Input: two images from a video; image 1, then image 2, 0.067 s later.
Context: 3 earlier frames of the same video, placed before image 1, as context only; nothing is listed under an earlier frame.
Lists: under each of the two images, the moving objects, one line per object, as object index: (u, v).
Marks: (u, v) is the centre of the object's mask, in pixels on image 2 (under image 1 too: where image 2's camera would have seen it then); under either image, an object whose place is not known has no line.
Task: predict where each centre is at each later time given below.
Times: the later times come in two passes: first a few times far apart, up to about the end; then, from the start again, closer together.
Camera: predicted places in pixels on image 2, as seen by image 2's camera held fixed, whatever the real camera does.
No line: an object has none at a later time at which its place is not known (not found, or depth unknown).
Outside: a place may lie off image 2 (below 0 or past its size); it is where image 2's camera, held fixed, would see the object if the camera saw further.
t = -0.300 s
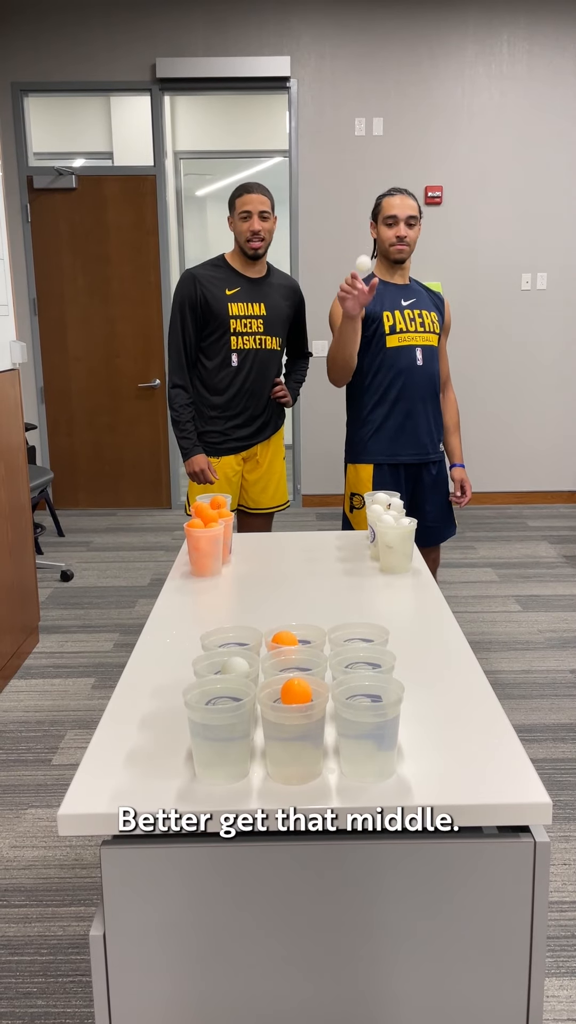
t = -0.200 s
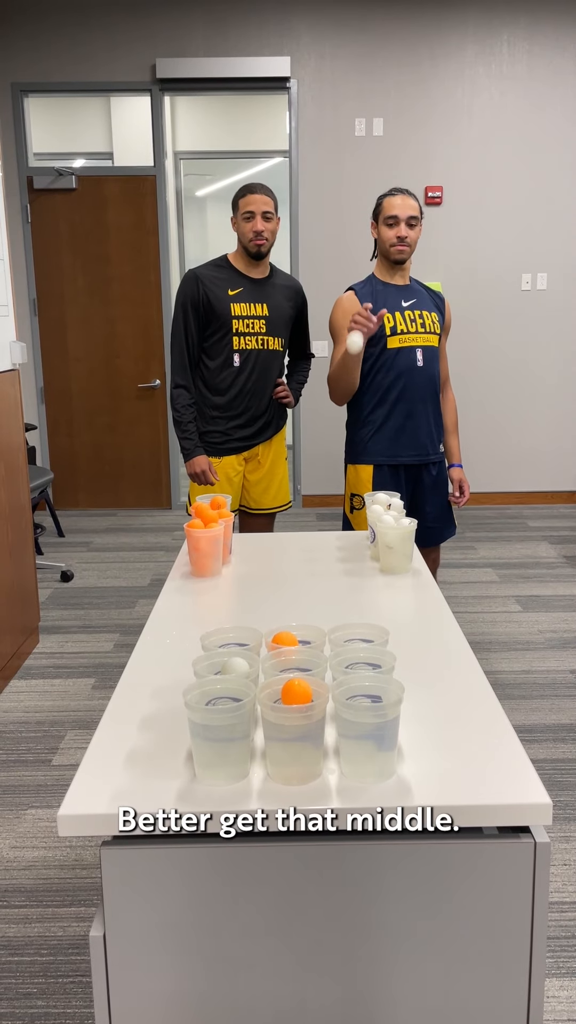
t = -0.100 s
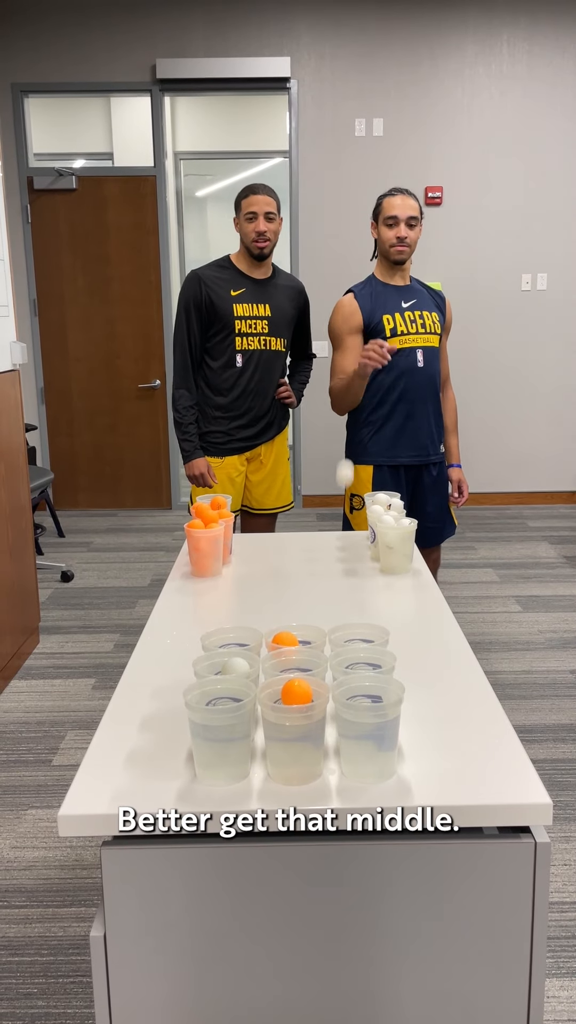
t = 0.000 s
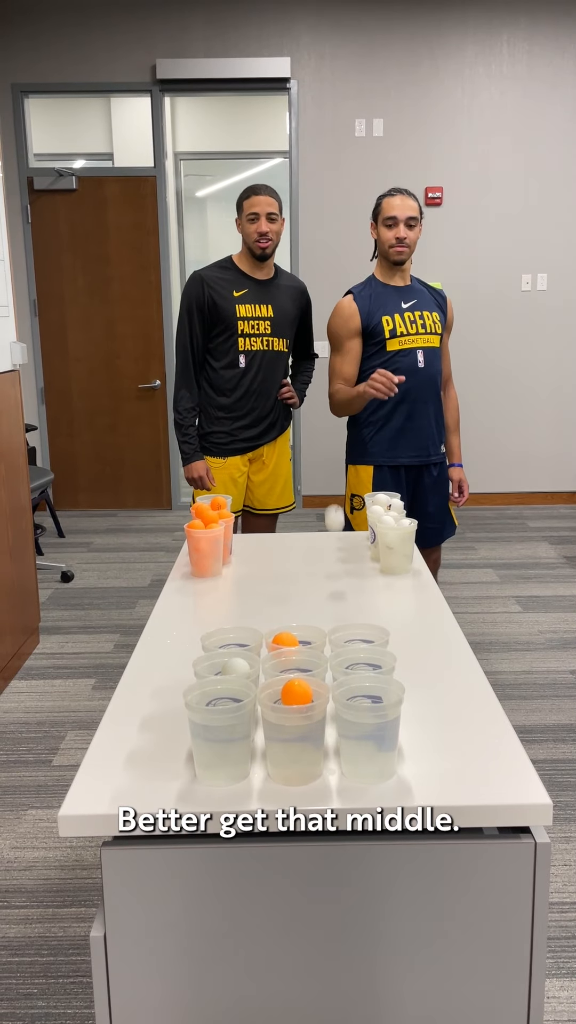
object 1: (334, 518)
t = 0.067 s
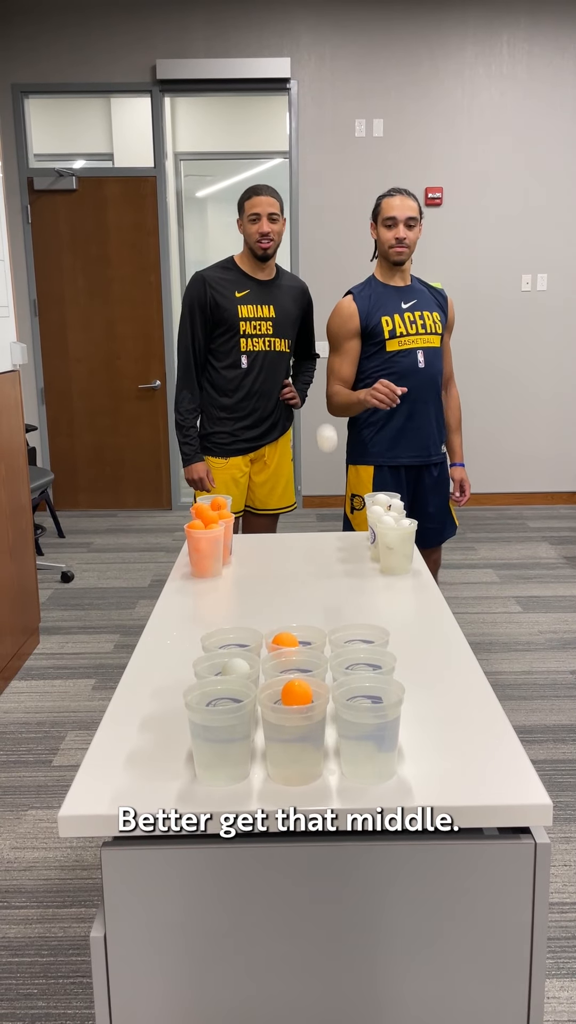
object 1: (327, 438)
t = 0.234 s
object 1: (300, 311)
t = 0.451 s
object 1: (257, 392)
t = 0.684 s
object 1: (199, 545)
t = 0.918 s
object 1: (106, 469)
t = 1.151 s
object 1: (24, 953)
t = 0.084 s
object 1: (325, 420)
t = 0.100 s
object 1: (322, 403)
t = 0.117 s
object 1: (320, 387)
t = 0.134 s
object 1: (317, 372)
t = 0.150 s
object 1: (314, 359)
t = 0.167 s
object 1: (312, 346)
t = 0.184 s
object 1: (309, 335)
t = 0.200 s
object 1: (306, 326)
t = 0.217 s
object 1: (303, 318)
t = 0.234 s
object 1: (300, 311)
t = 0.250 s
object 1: (297, 306)
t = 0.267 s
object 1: (294, 302)
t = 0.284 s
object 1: (291, 300)
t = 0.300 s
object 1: (288, 301)
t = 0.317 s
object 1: (285, 303)
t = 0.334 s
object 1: (282, 307)
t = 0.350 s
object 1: (278, 312)
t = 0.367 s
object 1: (275, 320)
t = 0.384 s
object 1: (271, 331)
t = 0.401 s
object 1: (268, 343)
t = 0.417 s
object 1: (264, 358)
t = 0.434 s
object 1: (261, 374)
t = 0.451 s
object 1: (257, 392)
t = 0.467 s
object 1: (254, 413)
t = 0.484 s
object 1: (251, 436)
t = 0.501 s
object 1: (248, 460)
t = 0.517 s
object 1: (245, 489)
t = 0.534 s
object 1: (243, 516)
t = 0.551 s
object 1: (240, 546)
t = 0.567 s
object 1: (234, 583)
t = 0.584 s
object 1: (231, 619)
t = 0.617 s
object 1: (222, 635)
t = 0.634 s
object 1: (217, 611)
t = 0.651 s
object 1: (211, 588)
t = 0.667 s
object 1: (206, 566)
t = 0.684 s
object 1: (199, 545)
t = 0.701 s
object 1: (192, 524)
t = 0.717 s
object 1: (186, 506)
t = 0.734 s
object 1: (180, 492)
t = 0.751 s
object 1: (174, 478)
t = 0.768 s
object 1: (167, 466)
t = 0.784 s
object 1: (161, 456)
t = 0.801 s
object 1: (154, 449)
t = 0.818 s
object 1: (147, 444)
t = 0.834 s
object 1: (140, 441)
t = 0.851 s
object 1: (133, 441)
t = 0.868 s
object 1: (126, 444)
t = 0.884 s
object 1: (119, 450)
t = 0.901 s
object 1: (112, 458)
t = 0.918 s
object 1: (106, 469)
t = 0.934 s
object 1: (99, 483)
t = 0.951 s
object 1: (92, 500)
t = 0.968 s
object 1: (85, 521)
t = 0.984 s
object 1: (79, 544)
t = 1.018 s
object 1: (66, 602)
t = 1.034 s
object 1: (61, 635)
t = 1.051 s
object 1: (55, 671)
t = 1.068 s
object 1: (49, 711)
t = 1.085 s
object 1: (43, 754)
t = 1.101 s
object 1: (37, 799)
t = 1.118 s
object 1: (32, 849)
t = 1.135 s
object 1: (27, 900)
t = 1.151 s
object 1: (24, 953)
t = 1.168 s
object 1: (22, 997)
